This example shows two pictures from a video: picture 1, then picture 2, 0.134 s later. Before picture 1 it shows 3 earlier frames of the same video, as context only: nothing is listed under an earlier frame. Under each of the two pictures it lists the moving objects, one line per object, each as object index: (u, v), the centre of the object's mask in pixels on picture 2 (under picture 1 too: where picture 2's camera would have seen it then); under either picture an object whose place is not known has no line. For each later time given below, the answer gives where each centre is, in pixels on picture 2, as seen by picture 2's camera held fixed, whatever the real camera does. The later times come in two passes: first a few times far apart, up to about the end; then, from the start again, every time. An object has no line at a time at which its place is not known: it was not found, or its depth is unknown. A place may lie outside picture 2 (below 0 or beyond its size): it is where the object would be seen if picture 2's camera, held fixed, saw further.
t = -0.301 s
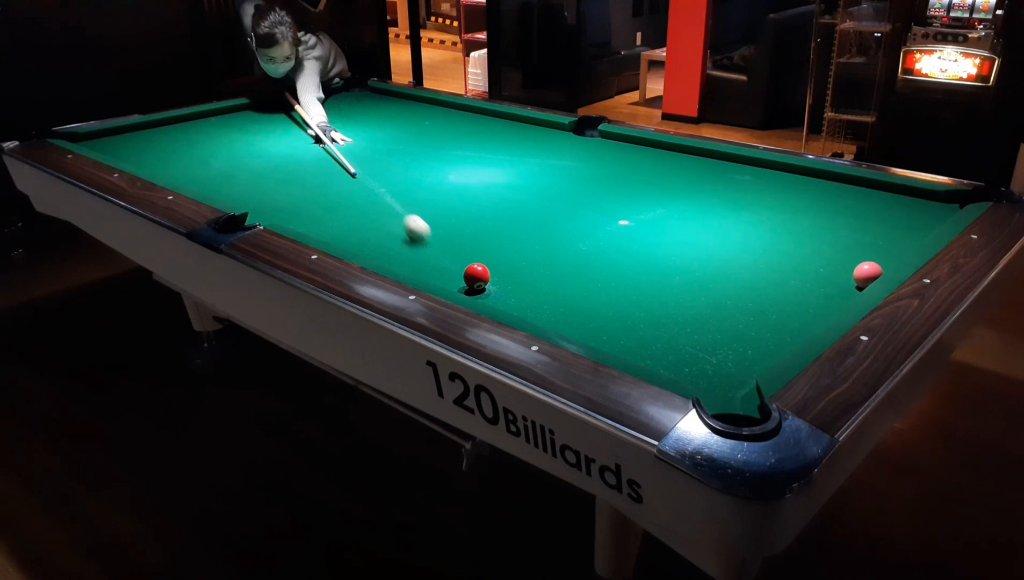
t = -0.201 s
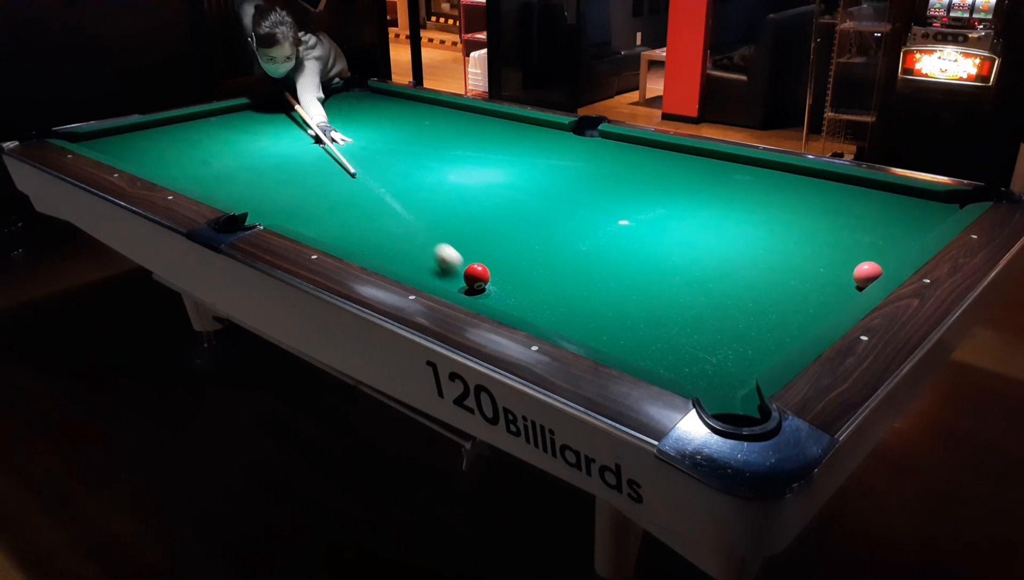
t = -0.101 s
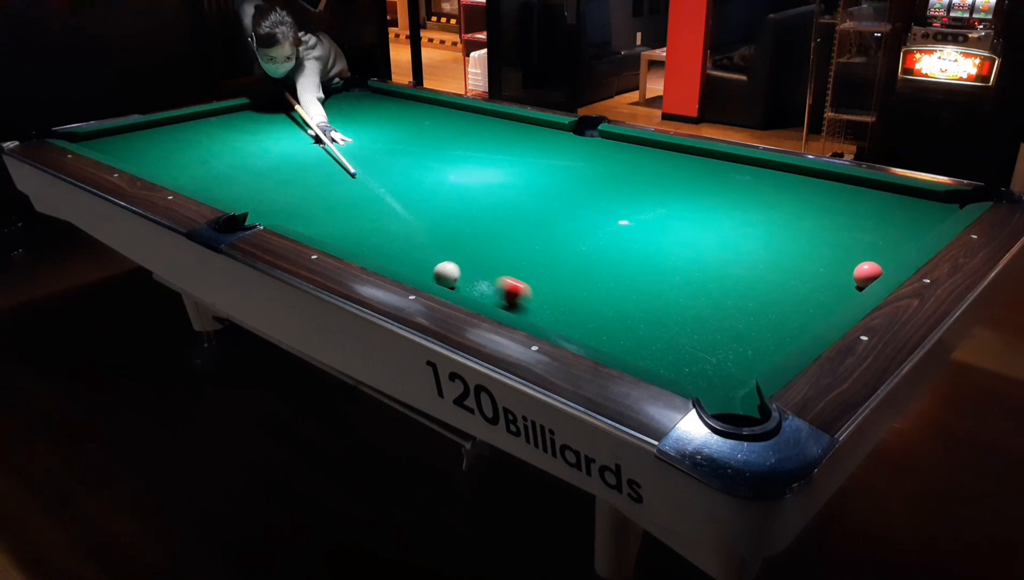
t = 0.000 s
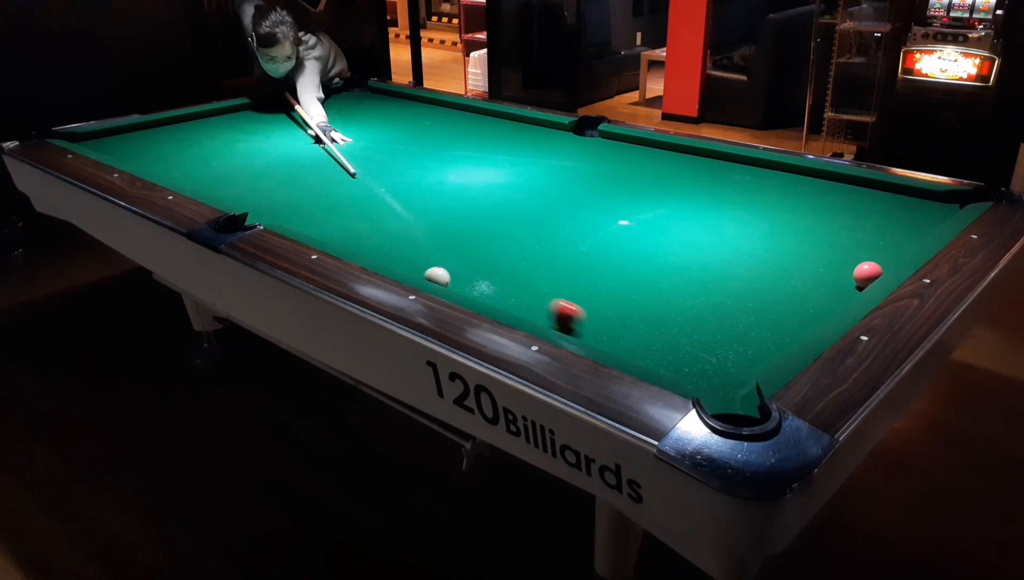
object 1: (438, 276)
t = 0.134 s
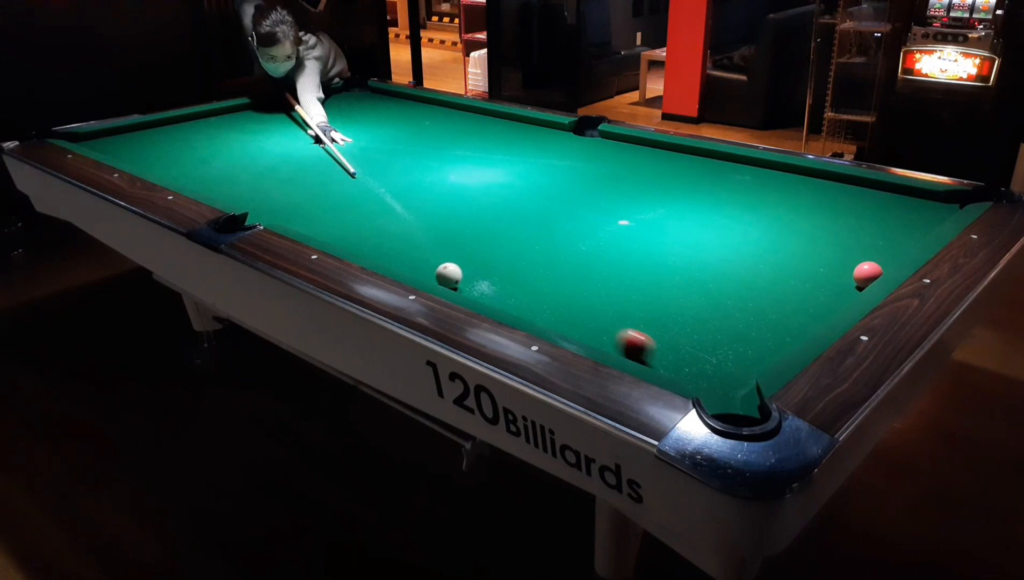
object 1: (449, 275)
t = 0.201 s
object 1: (454, 274)
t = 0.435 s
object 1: (472, 268)
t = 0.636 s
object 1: (486, 263)
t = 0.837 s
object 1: (498, 259)
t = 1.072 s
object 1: (511, 255)
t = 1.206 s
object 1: (518, 252)
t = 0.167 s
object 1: (451, 275)
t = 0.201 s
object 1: (454, 274)
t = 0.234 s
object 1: (457, 273)
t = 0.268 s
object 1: (460, 272)
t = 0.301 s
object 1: (462, 271)
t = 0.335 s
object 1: (465, 270)
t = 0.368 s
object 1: (467, 269)
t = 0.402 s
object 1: (470, 269)
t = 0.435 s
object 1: (472, 268)
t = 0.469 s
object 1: (475, 267)
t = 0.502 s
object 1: (477, 266)
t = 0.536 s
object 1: (479, 265)
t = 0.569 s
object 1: (482, 264)
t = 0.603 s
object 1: (484, 264)
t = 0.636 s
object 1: (486, 263)
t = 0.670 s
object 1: (488, 262)
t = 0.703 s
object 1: (490, 261)
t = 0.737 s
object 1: (492, 261)
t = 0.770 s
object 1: (494, 260)
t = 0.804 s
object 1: (496, 259)
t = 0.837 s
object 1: (498, 259)
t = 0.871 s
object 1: (500, 258)
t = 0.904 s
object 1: (502, 258)
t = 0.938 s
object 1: (504, 257)
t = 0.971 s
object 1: (506, 256)
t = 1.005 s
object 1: (508, 256)
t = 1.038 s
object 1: (509, 255)
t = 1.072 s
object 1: (511, 255)
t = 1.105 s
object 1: (513, 254)
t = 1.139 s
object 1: (514, 253)
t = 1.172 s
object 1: (516, 253)
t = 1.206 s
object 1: (518, 252)
